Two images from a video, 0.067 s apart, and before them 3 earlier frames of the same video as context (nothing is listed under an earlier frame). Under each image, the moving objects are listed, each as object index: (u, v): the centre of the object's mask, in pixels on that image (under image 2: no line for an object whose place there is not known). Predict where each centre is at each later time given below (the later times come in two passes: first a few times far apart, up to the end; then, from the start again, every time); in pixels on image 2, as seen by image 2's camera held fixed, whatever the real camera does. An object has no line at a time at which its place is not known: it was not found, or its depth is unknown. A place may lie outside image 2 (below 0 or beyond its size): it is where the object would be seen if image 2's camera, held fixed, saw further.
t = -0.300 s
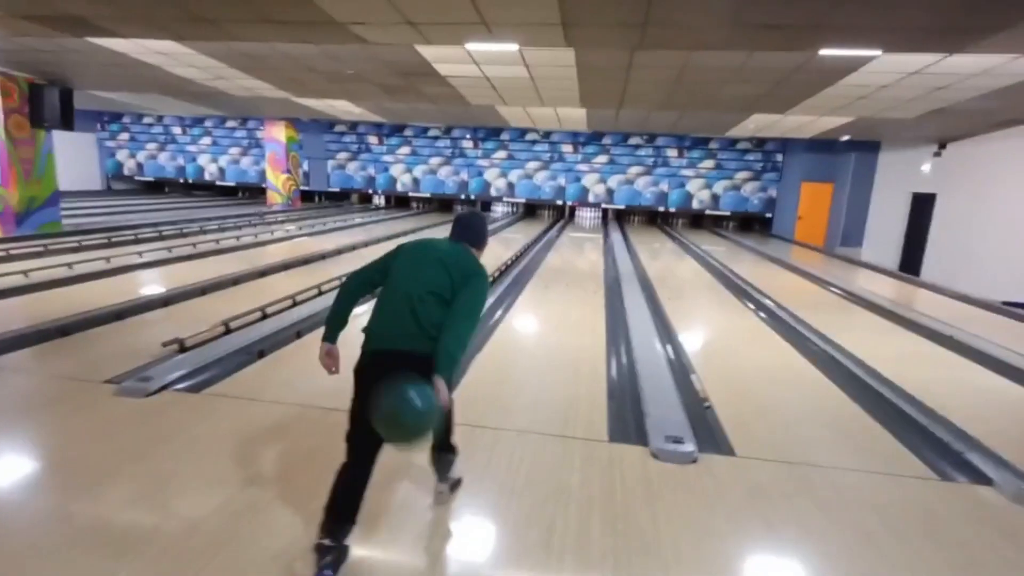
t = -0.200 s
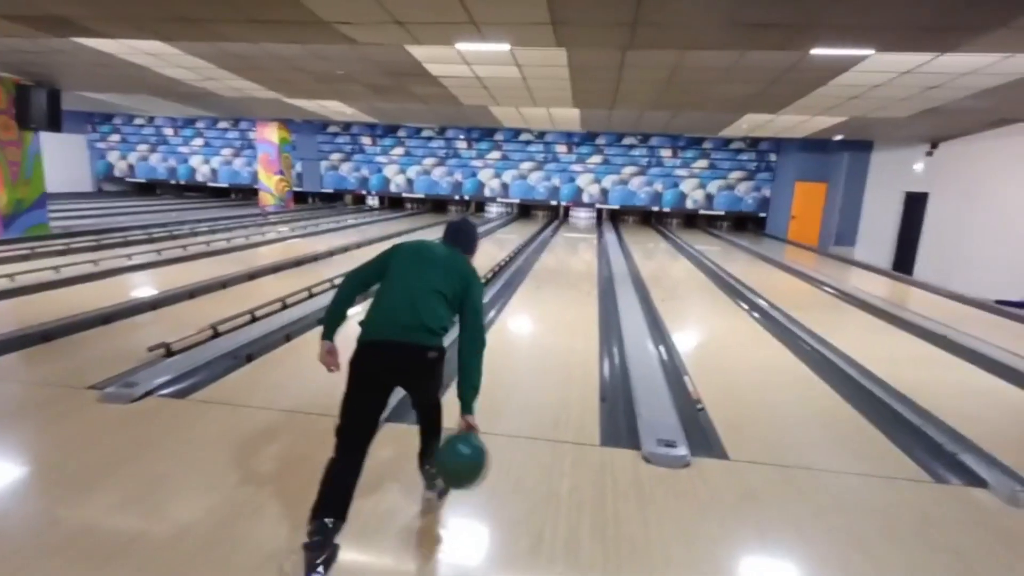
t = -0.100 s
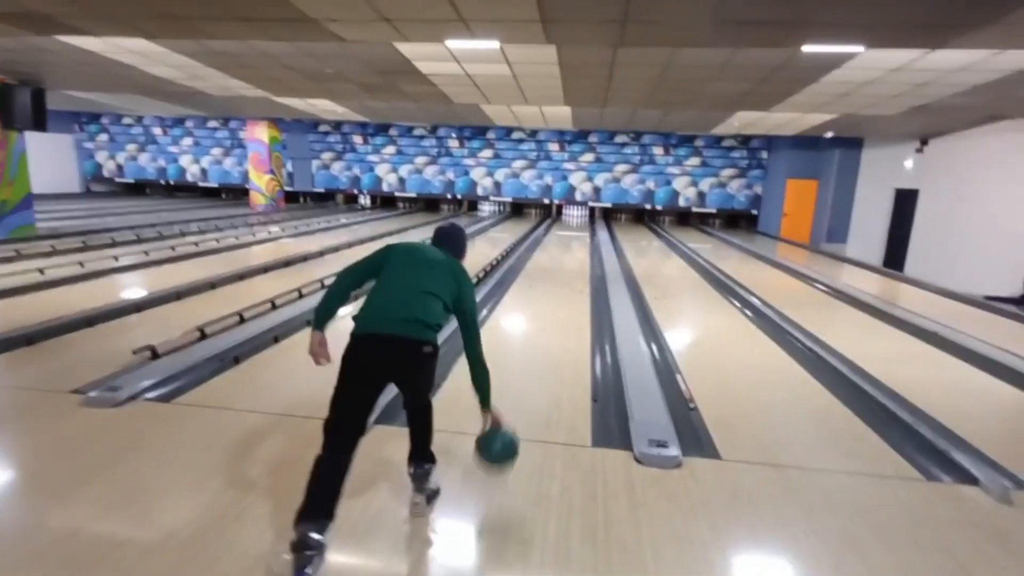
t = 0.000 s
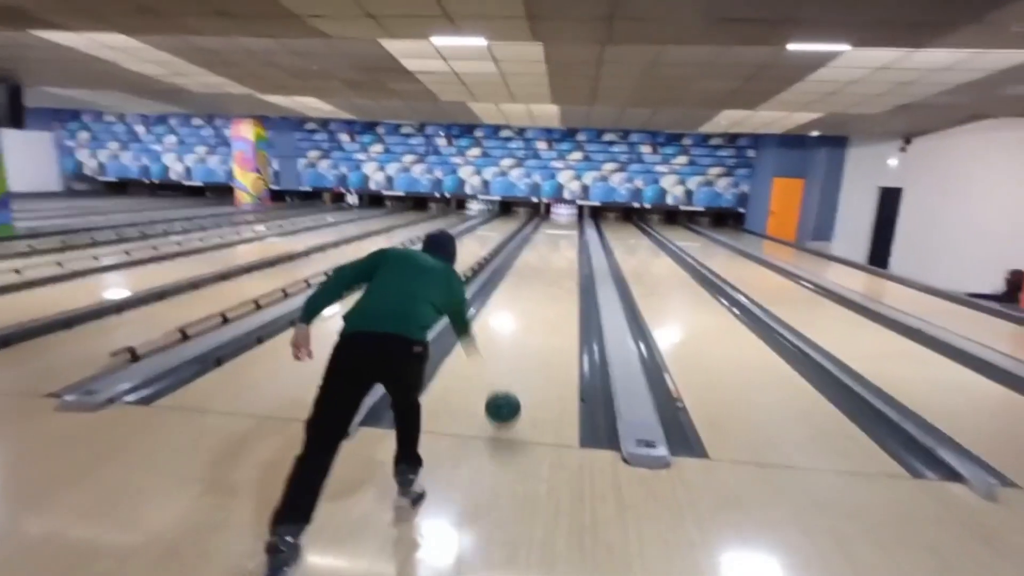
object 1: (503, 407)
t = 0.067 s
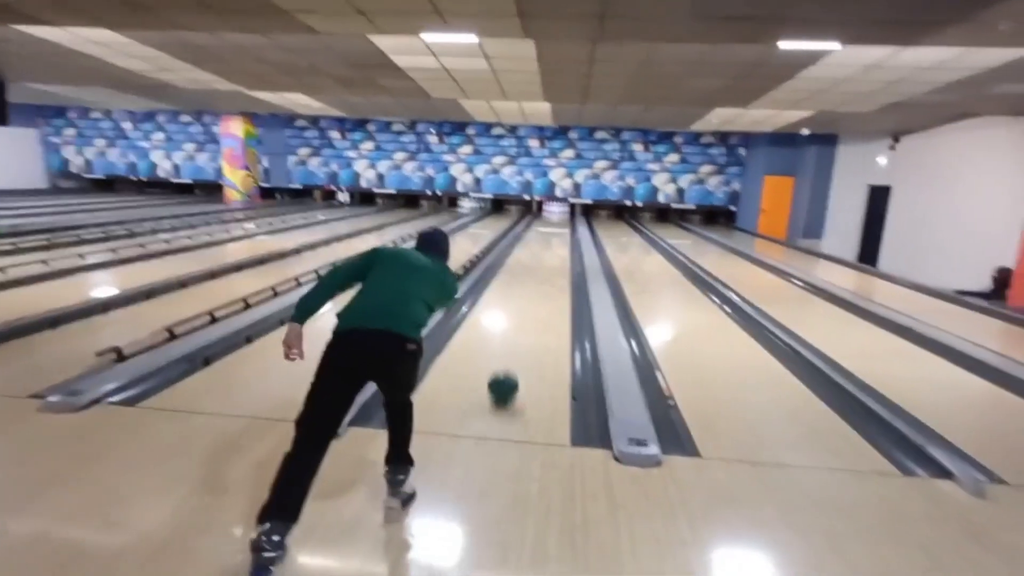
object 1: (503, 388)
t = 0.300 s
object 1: (523, 327)
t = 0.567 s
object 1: (536, 291)
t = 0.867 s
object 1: (544, 268)
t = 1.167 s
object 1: (549, 254)
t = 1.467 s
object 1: (552, 244)
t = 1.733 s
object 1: (554, 238)
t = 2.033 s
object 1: (556, 233)
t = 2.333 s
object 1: (558, 229)
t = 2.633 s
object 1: (559, 225)
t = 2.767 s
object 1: (560, 222)
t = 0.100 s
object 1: (507, 377)
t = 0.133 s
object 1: (510, 367)
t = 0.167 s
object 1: (513, 357)
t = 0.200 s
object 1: (516, 348)
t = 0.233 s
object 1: (519, 340)
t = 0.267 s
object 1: (521, 333)
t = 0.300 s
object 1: (523, 327)
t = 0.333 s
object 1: (525, 321)
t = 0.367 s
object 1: (527, 316)
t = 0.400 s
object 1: (529, 311)
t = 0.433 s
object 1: (531, 306)
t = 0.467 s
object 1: (532, 302)
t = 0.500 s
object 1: (533, 298)
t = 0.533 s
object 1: (535, 295)
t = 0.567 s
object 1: (536, 291)
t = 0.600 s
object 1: (537, 288)
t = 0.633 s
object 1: (538, 285)
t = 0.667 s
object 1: (539, 282)
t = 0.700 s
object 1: (540, 279)
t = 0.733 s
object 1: (541, 277)
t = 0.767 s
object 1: (542, 274)
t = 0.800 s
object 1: (542, 272)
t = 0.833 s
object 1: (543, 270)
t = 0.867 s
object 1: (544, 268)
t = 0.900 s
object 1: (545, 266)
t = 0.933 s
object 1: (545, 264)
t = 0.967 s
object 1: (546, 263)
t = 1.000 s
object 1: (546, 261)
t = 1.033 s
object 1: (547, 260)
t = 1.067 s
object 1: (548, 258)
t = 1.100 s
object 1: (548, 257)
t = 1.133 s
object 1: (548, 255)
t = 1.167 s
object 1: (549, 254)
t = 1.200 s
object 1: (549, 252)
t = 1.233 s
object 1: (550, 251)
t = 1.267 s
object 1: (550, 250)
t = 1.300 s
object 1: (551, 249)
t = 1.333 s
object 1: (551, 248)
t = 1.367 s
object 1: (551, 247)
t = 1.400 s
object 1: (552, 246)
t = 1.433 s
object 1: (552, 245)
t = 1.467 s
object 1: (552, 244)
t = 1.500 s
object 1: (552, 243)
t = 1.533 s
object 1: (553, 243)
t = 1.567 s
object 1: (553, 242)
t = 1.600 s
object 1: (553, 241)
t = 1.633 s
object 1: (553, 240)
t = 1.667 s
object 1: (554, 240)
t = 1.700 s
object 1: (554, 239)
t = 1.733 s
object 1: (554, 238)
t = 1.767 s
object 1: (554, 238)
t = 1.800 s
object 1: (555, 237)
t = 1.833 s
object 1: (555, 237)
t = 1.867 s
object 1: (555, 236)
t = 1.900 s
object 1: (556, 235)
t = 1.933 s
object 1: (556, 235)
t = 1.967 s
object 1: (556, 234)
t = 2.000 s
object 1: (556, 233)
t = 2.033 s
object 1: (556, 233)
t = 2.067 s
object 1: (557, 231)
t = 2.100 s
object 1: (557, 231)
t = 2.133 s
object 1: (556, 231)
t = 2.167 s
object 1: (557, 231)
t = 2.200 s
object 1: (556, 231)
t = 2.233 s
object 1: (557, 230)
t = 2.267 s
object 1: (557, 230)
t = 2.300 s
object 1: (557, 230)
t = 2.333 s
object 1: (558, 229)
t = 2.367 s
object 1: (558, 228)
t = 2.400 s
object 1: (558, 227)
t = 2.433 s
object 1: (559, 227)
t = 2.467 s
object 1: (559, 227)
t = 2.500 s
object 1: (559, 227)
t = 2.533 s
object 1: (559, 226)
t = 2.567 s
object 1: (559, 225)
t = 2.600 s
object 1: (559, 225)
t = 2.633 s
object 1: (559, 225)
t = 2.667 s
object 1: (559, 225)
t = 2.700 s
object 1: (560, 223)
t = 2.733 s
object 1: (560, 223)
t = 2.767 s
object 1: (560, 222)
